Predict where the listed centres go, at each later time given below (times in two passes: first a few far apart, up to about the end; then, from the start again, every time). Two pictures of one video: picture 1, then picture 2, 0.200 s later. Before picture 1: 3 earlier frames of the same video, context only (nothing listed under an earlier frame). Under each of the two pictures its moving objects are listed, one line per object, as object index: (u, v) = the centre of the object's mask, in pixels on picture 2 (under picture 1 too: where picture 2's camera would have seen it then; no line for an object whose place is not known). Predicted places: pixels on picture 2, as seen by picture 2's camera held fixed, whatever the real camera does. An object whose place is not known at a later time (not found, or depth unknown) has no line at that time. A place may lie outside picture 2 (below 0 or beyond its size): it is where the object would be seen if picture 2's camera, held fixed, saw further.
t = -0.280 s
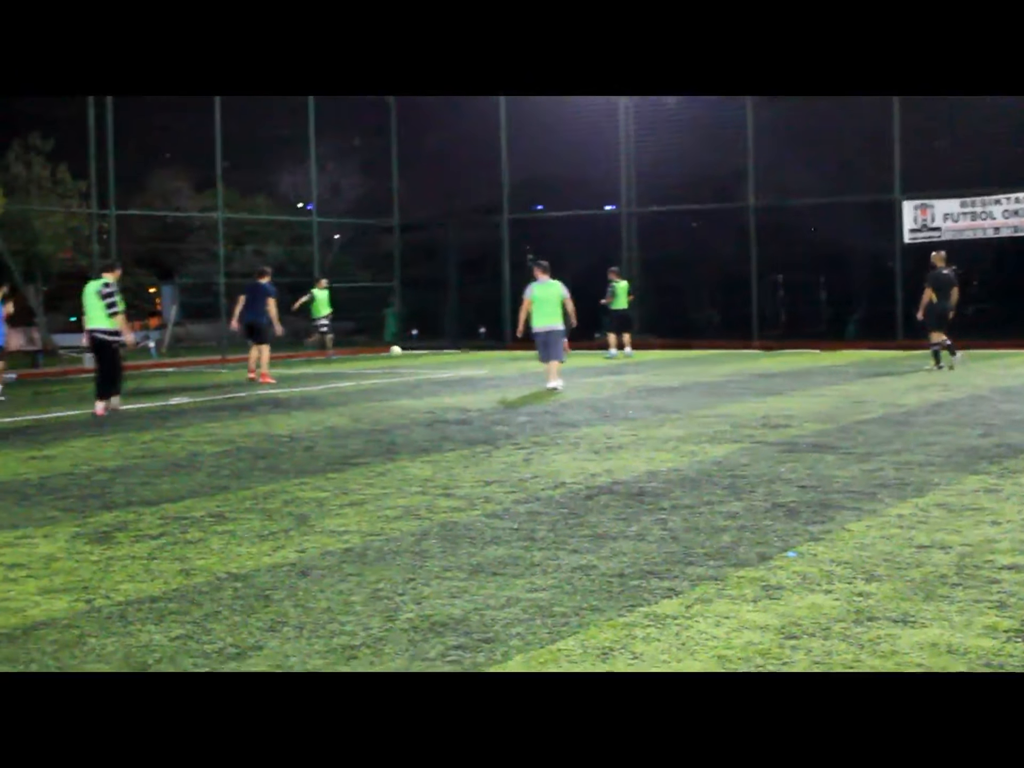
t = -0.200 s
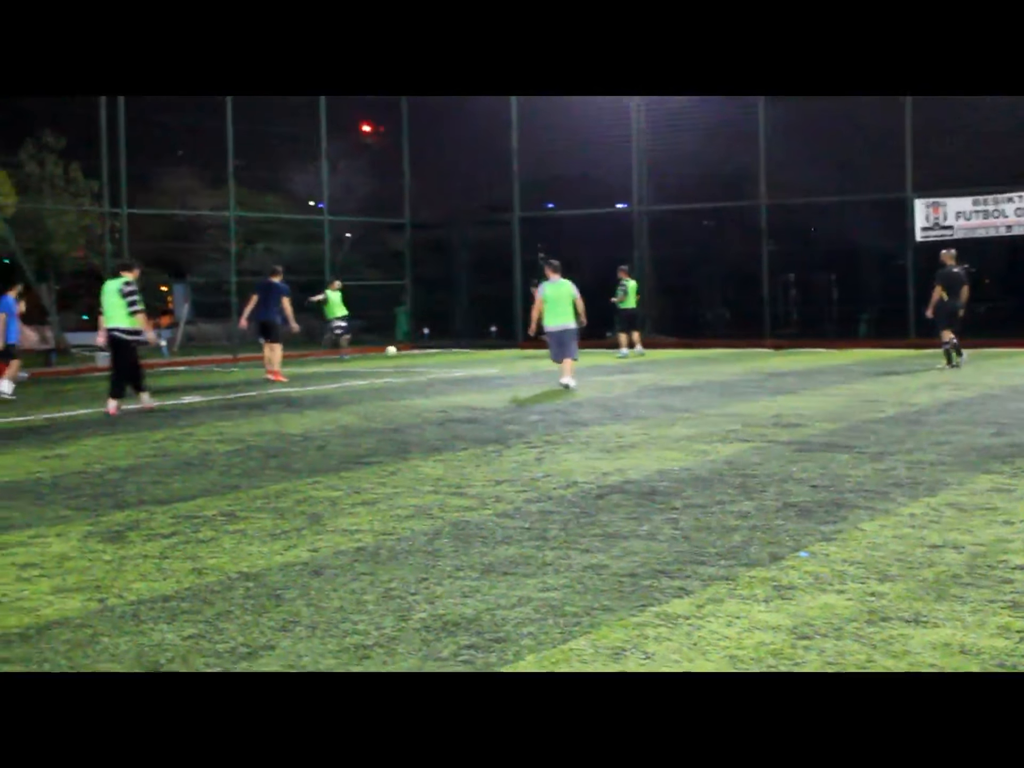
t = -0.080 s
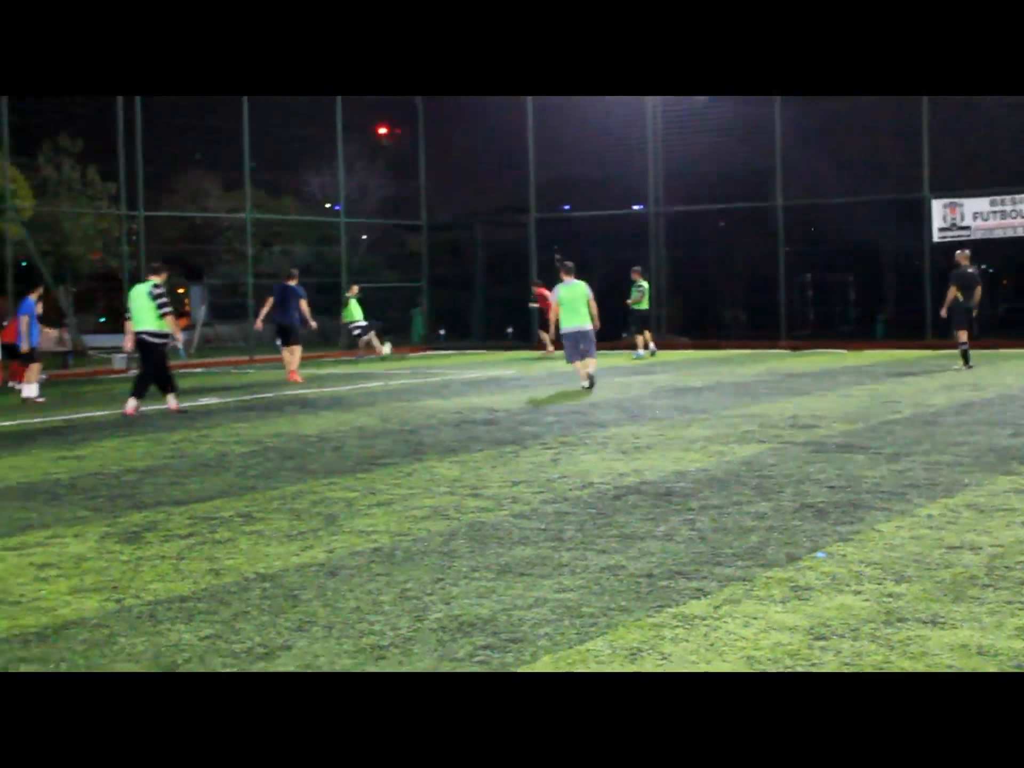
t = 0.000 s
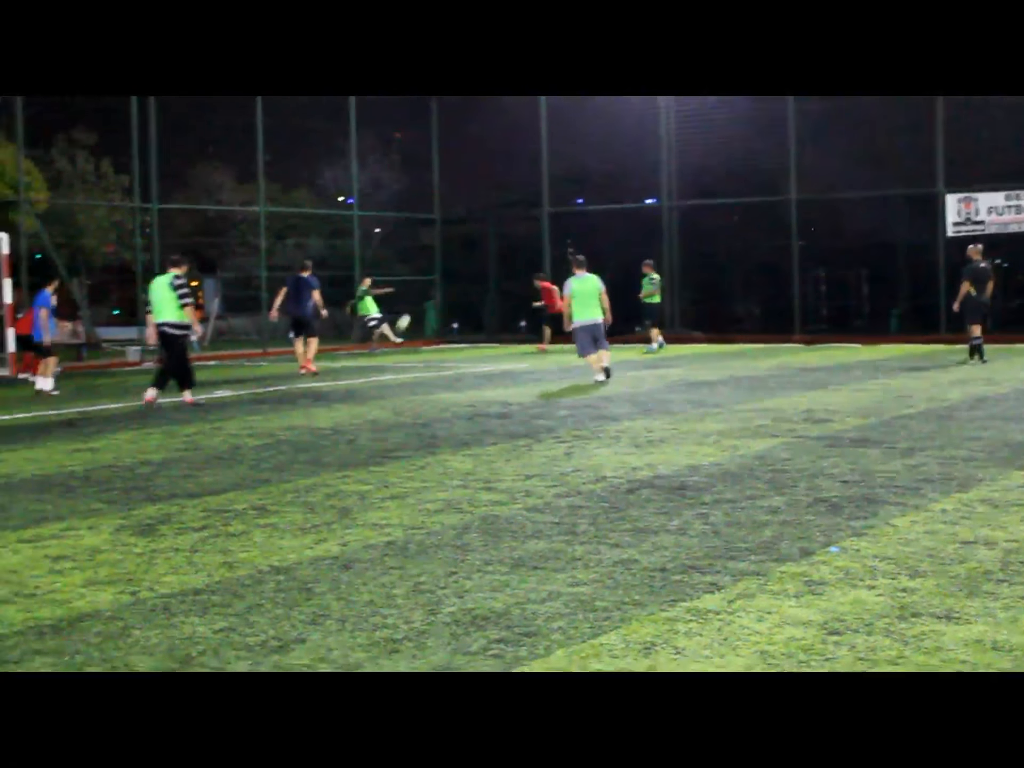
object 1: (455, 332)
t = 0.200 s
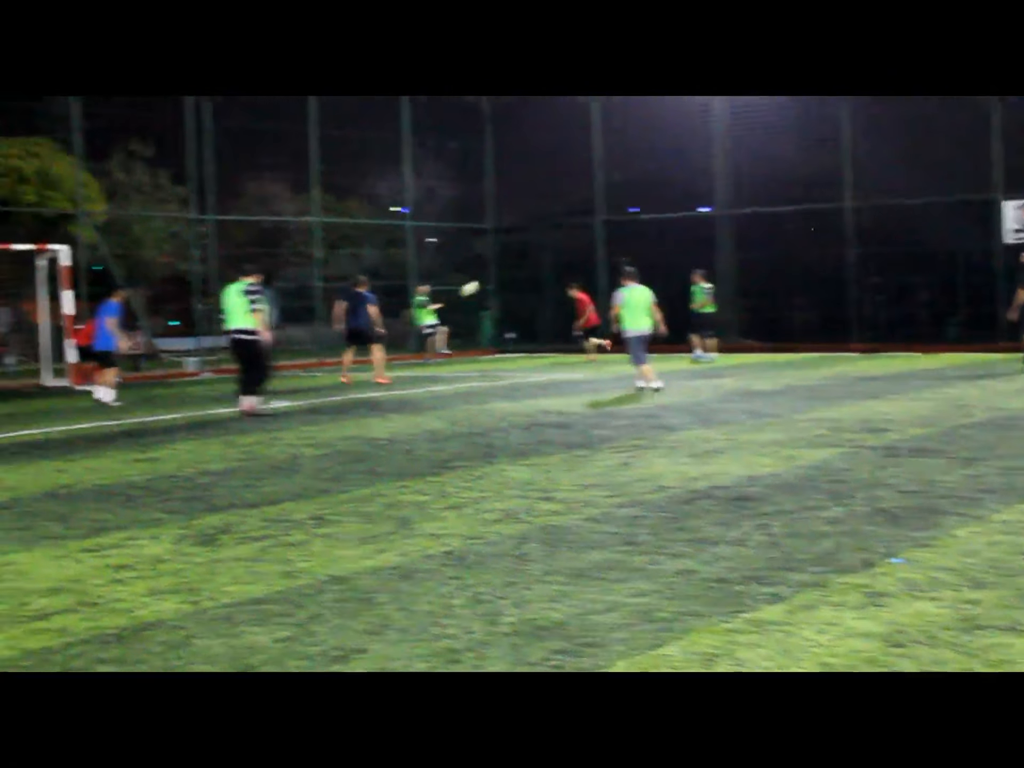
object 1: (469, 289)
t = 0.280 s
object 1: (474, 275)
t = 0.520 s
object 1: (486, 254)
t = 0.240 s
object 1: (471, 281)
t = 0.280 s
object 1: (474, 275)
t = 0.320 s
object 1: (476, 270)
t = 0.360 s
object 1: (478, 265)
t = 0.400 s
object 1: (481, 261)
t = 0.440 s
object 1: (483, 258)
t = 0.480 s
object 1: (485, 255)
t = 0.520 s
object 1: (486, 254)
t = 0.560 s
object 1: (488, 253)
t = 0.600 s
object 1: (489, 254)
